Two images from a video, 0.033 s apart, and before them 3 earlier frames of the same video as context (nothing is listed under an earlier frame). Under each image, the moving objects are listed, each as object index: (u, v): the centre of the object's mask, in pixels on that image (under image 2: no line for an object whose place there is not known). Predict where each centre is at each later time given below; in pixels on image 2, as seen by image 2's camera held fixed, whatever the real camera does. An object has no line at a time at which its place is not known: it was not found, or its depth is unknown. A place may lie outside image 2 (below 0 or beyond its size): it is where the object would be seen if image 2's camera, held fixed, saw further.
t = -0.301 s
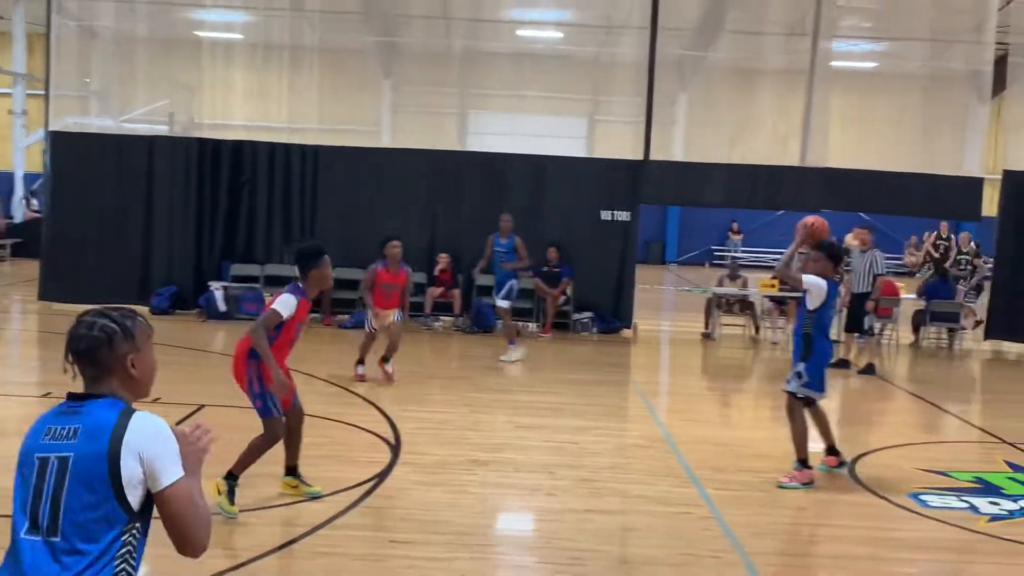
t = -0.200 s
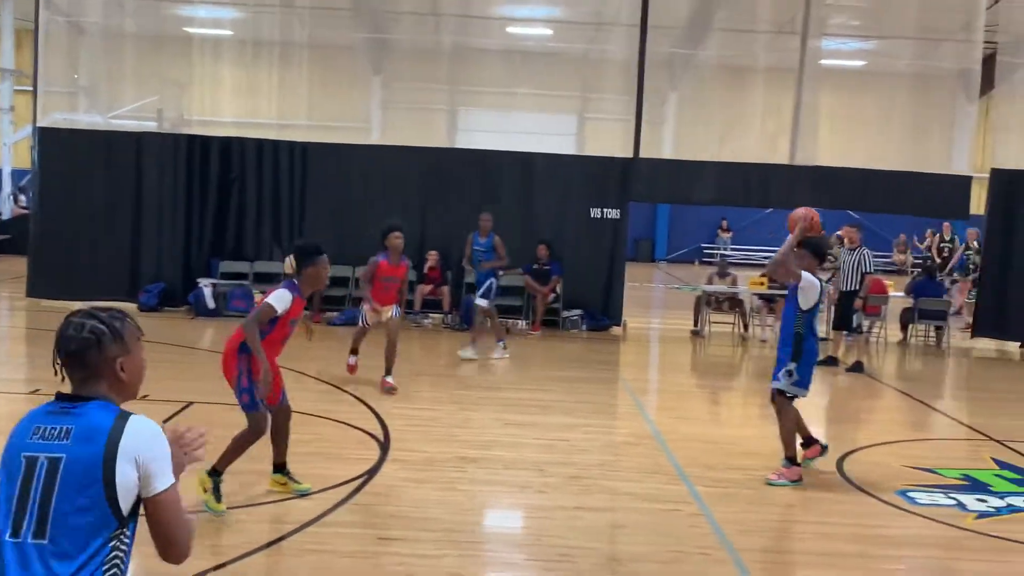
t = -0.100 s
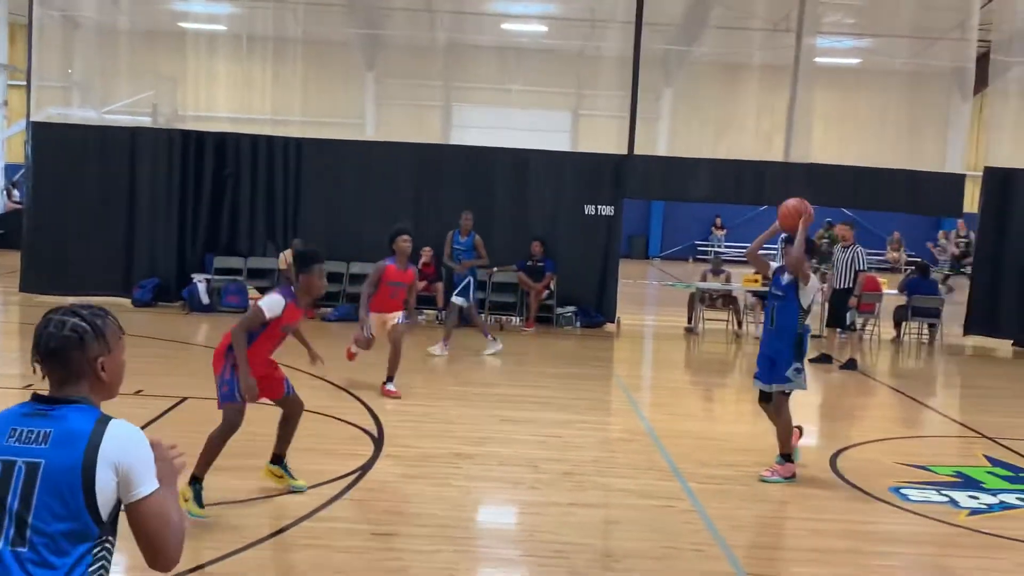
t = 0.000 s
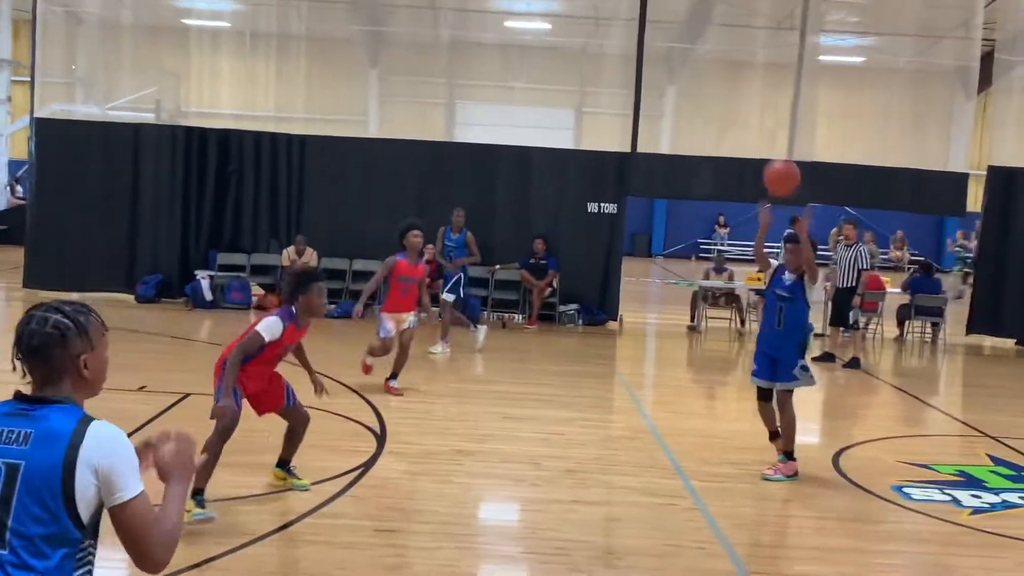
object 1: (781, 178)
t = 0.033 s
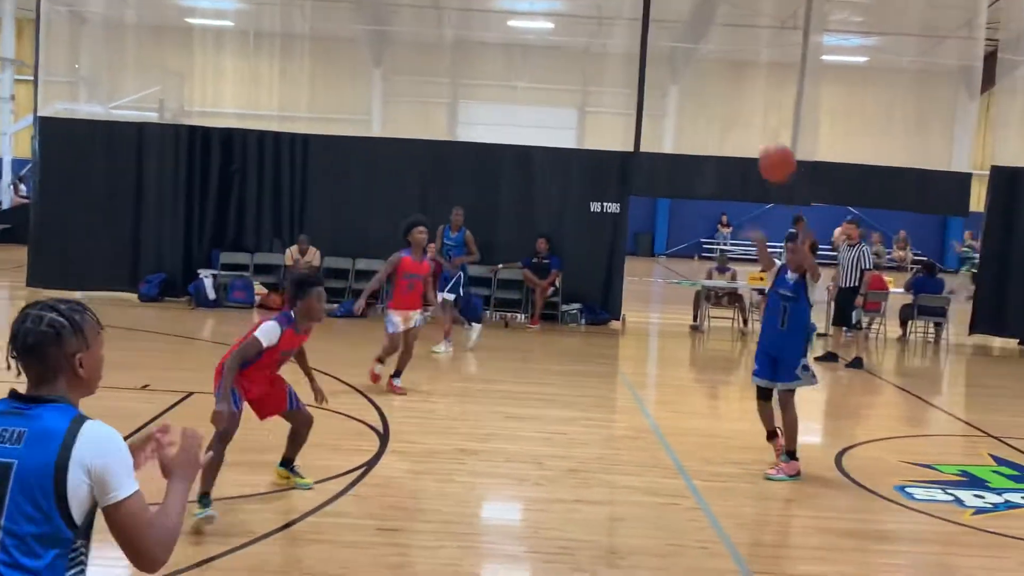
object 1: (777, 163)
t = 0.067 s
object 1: (768, 150)
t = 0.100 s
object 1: (759, 137)
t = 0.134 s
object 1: (748, 126)
